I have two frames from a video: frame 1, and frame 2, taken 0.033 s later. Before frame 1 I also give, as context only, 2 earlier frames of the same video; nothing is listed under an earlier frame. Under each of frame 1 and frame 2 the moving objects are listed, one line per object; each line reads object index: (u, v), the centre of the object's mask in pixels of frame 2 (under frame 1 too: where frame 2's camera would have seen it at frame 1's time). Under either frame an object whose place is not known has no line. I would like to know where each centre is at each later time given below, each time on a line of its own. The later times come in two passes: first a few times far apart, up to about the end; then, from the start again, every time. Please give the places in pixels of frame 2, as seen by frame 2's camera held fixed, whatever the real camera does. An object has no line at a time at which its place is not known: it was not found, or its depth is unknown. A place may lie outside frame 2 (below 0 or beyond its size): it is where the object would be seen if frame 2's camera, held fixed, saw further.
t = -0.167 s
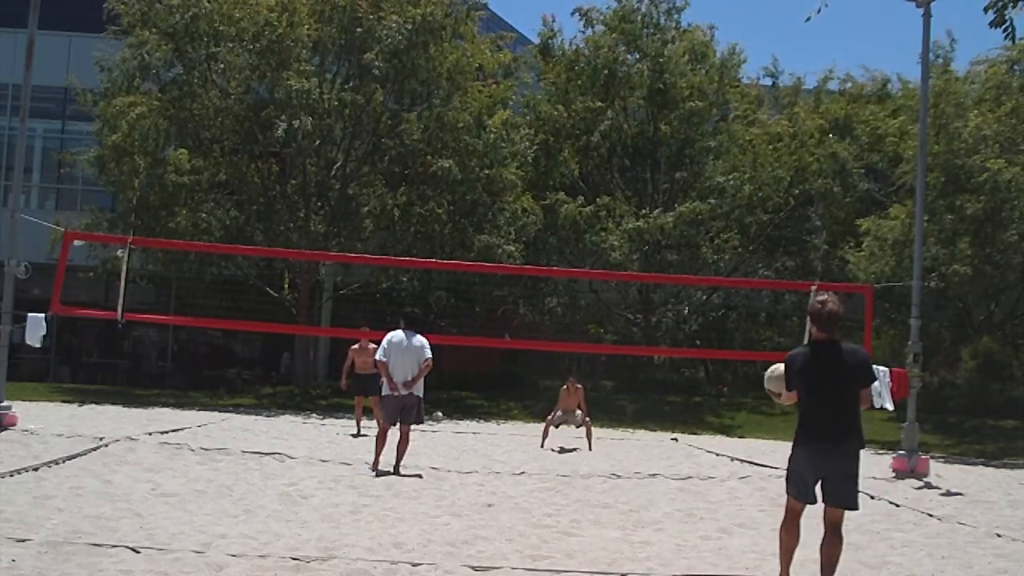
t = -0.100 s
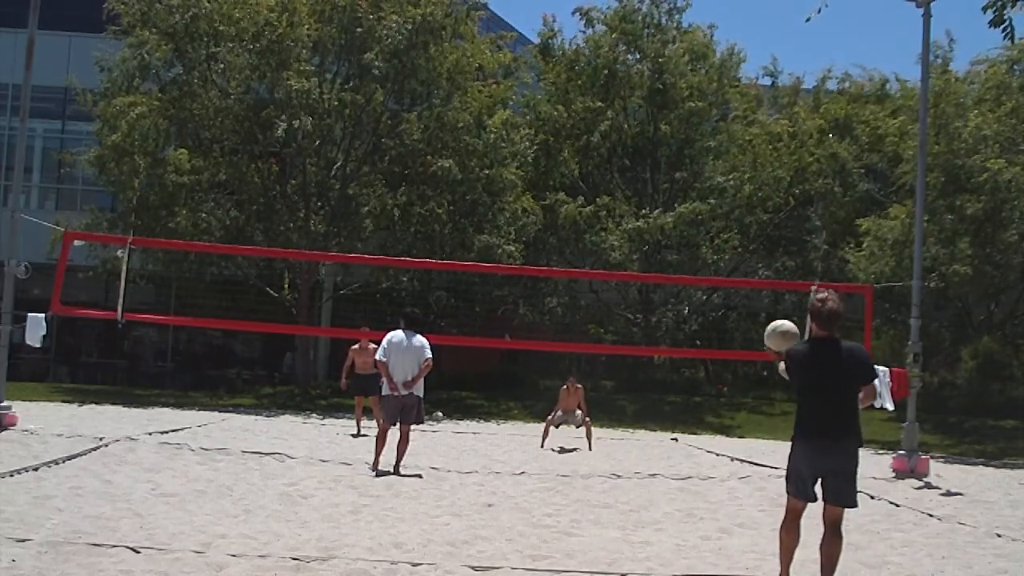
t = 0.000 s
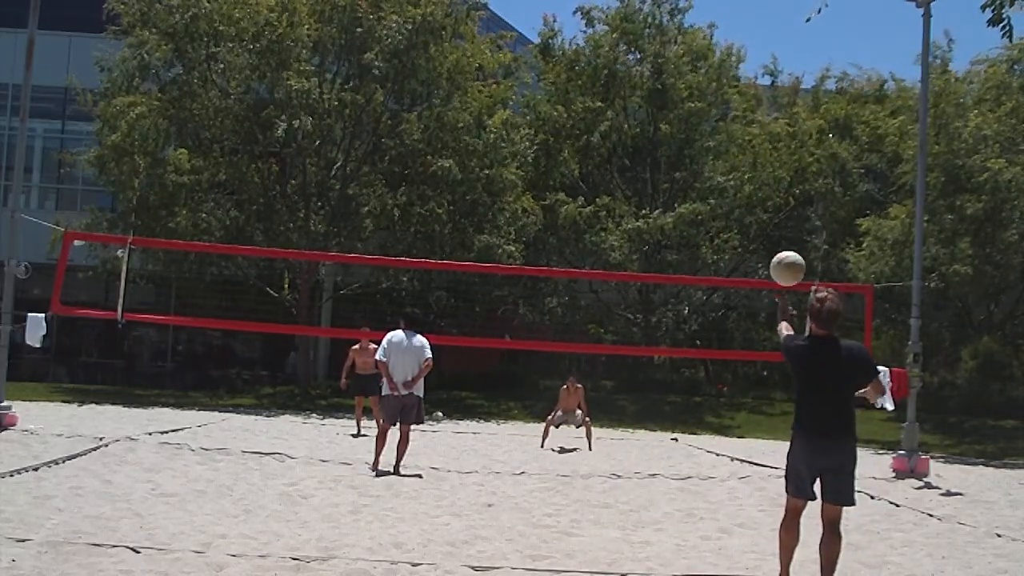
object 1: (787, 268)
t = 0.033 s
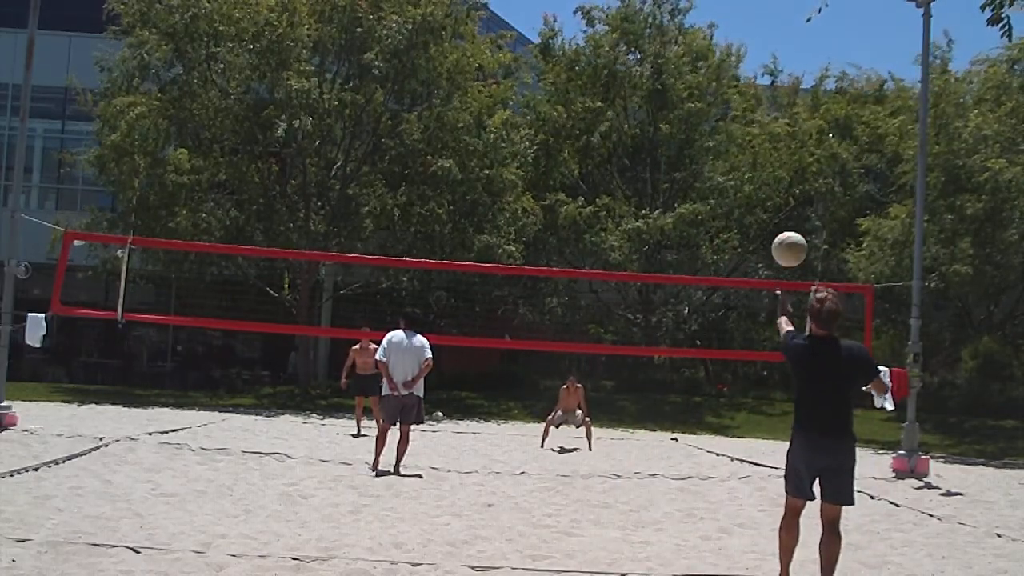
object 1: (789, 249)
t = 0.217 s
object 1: (798, 173)
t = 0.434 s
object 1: (806, 148)
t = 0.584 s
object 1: (811, 174)
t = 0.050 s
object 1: (790, 240)
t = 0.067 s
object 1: (791, 231)
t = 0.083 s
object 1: (792, 223)
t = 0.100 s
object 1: (792, 215)
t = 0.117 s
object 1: (794, 208)
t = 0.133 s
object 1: (794, 201)
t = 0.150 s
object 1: (795, 195)
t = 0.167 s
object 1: (796, 188)
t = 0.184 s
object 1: (797, 183)
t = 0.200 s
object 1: (797, 177)
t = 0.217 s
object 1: (798, 173)
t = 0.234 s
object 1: (799, 168)
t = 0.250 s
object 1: (799, 164)
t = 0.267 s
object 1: (800, 161)
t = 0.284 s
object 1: (801, 158)
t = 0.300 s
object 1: (801, 155)
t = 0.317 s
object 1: (802, 152)
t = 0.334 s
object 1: (802, 151)
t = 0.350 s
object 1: (803, 149)
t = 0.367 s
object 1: (803, 148)
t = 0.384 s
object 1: (804, 147)
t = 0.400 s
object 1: (805, 147)
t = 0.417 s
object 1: (805, 147)
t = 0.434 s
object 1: (806, 148)
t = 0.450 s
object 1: (806, 150)
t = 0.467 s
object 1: (807, 151)
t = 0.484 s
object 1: (807, 153)
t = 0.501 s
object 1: (808, 155)
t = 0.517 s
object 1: (808, 158)
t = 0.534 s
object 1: (809, 162)
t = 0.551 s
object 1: (809, 165)
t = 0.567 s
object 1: (810, 170)
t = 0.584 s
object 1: (811, 174)
